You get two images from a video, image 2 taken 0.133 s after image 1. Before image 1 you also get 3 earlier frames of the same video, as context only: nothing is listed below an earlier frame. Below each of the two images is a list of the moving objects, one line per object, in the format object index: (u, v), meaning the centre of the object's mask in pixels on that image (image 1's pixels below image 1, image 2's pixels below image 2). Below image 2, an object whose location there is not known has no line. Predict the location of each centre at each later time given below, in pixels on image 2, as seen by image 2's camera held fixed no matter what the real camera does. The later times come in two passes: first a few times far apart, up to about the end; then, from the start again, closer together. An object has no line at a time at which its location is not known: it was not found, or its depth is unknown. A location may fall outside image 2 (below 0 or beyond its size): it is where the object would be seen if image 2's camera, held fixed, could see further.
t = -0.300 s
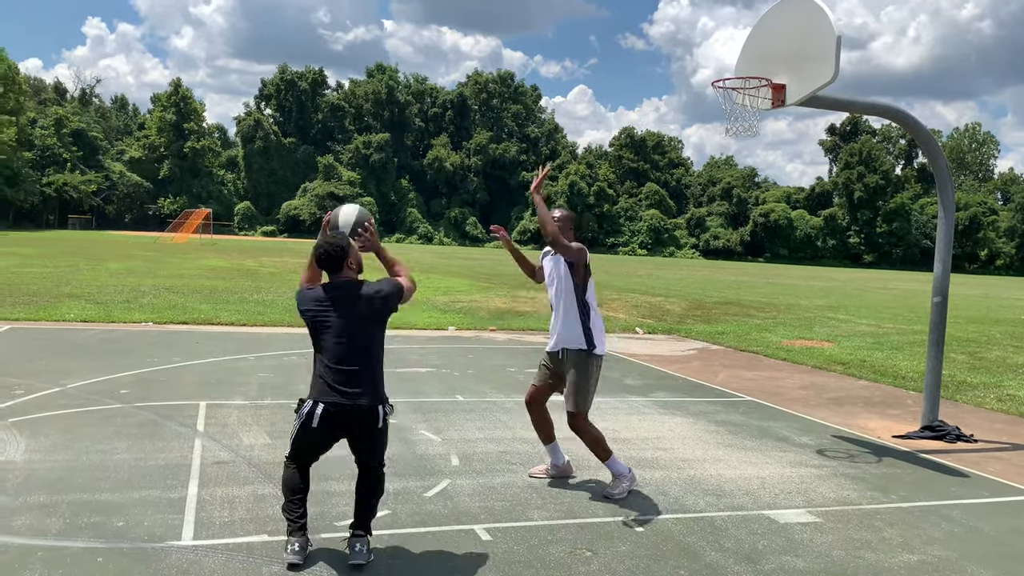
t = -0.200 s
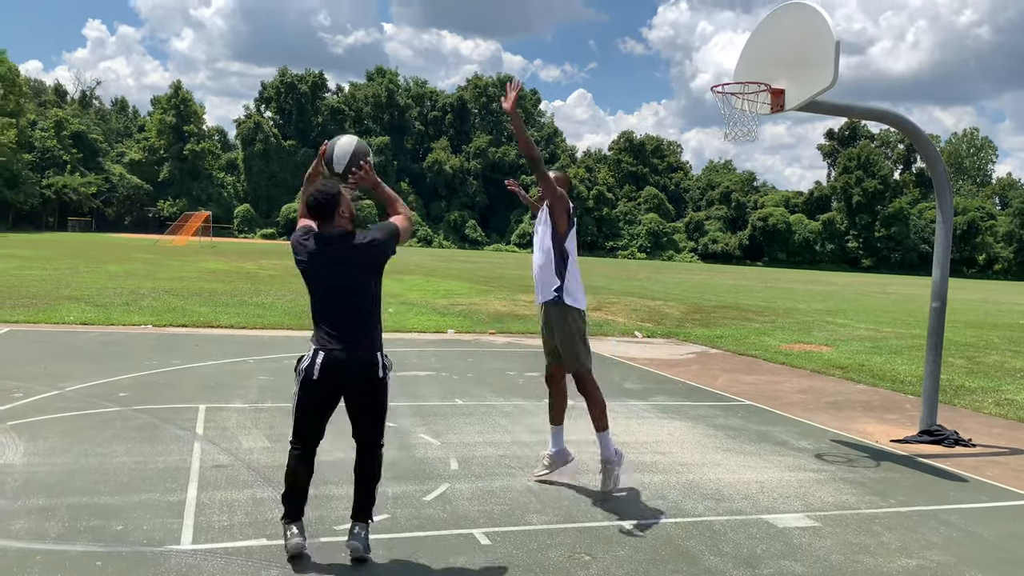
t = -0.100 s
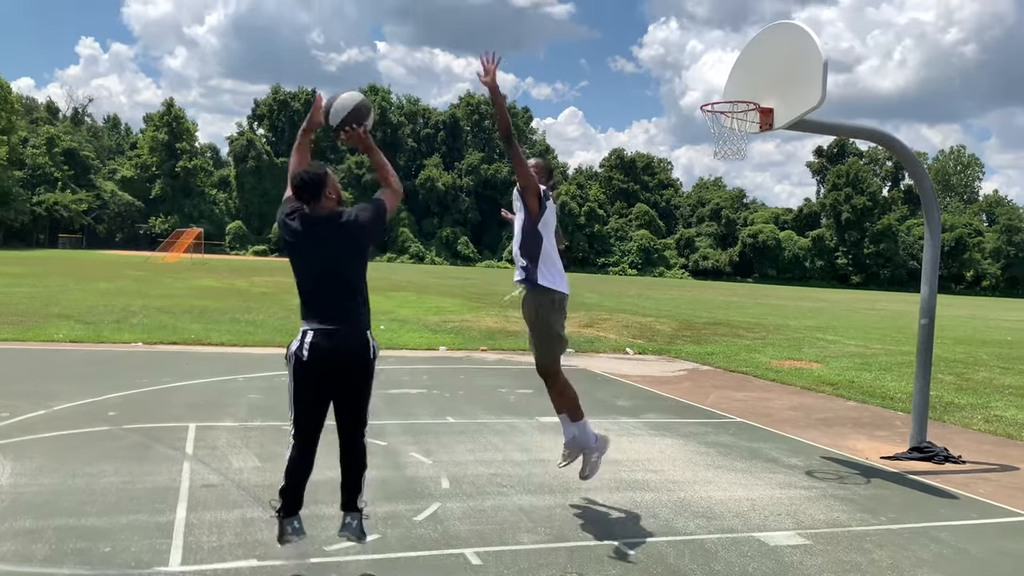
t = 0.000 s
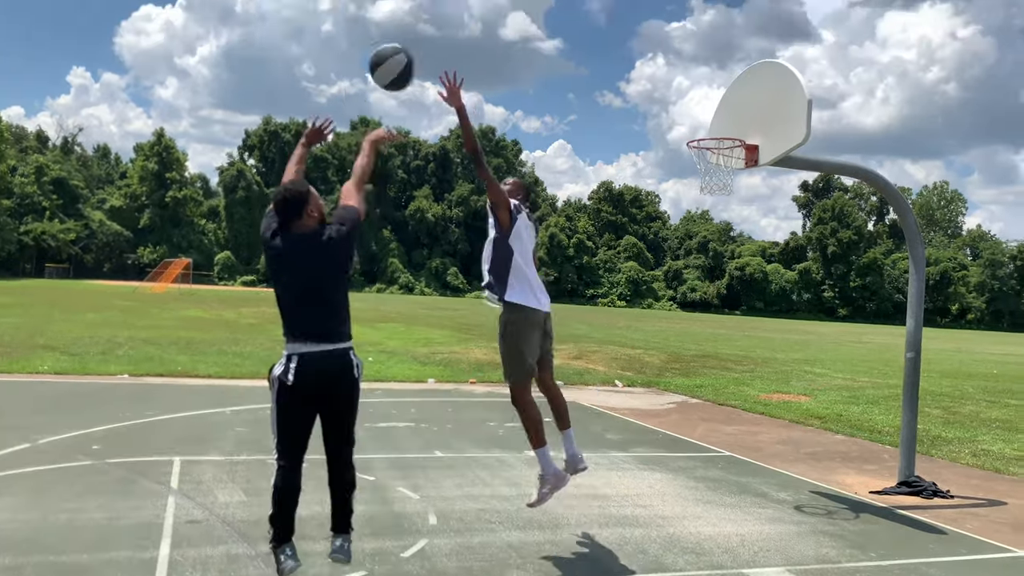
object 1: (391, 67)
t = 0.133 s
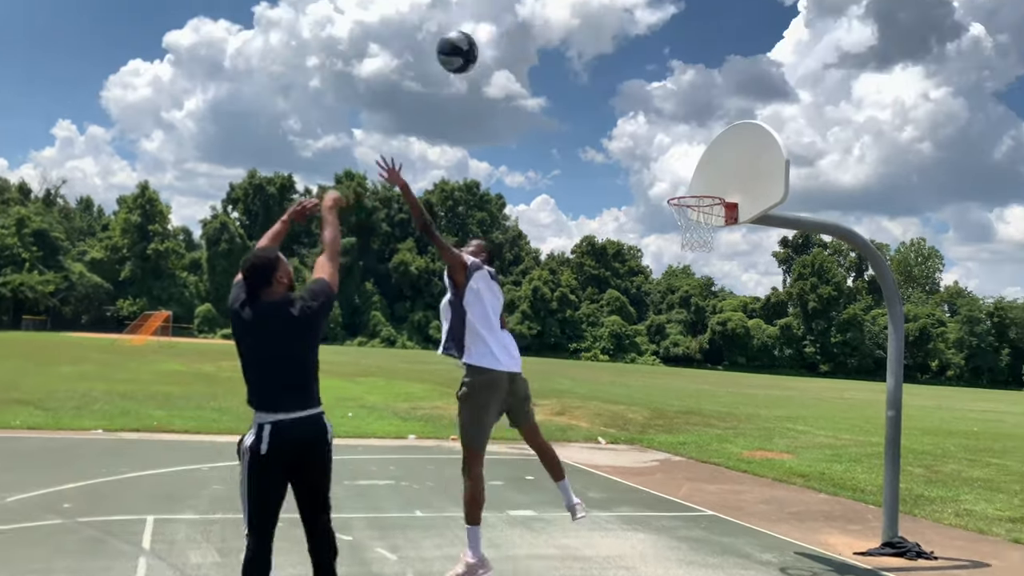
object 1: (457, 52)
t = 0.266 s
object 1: (519, 18)
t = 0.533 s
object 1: (611, 33)
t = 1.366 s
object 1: (689, 328)
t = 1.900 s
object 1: (667, 433)
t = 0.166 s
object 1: (475, 40)
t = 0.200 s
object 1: (491, 30)
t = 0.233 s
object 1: (506, 24)
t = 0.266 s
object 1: (519, 18)
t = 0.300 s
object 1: (533, 15)
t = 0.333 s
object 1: (546, 13)
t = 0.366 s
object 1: (558, 12)
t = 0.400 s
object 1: (570, 14)
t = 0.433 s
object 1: (581, 17)
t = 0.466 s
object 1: (592, 21)
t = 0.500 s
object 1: (602, 27)
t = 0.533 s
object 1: (611, 33)
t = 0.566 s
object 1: (621, 41)
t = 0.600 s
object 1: (630, 49)
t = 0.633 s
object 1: (638, 60)
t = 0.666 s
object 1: (645, 71)
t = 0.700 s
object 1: (653, 83)
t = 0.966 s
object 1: (701, 212)
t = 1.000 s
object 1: (703, 224)
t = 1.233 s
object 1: (697, 272)
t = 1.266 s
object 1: (696, 284)
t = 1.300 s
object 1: (694, 298)
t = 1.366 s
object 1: (689, 328)
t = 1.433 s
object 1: (687, 361)
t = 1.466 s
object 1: (686, 379)
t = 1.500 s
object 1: (685, 399)
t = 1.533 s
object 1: (683, 421)
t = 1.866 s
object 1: (669, 447)
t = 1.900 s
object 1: (667, 433)
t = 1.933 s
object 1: (665, 420)
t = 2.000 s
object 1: (664, 396)
